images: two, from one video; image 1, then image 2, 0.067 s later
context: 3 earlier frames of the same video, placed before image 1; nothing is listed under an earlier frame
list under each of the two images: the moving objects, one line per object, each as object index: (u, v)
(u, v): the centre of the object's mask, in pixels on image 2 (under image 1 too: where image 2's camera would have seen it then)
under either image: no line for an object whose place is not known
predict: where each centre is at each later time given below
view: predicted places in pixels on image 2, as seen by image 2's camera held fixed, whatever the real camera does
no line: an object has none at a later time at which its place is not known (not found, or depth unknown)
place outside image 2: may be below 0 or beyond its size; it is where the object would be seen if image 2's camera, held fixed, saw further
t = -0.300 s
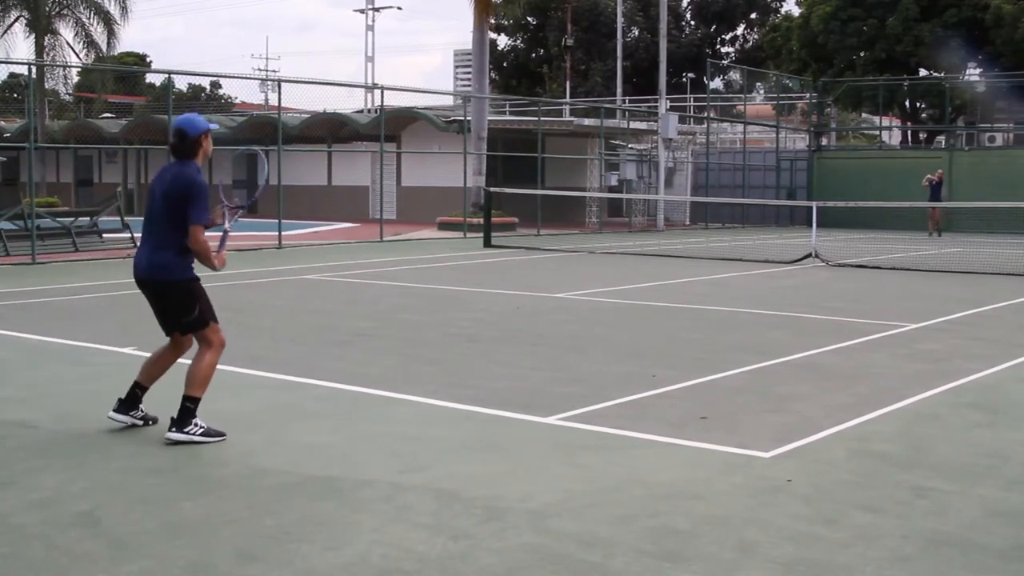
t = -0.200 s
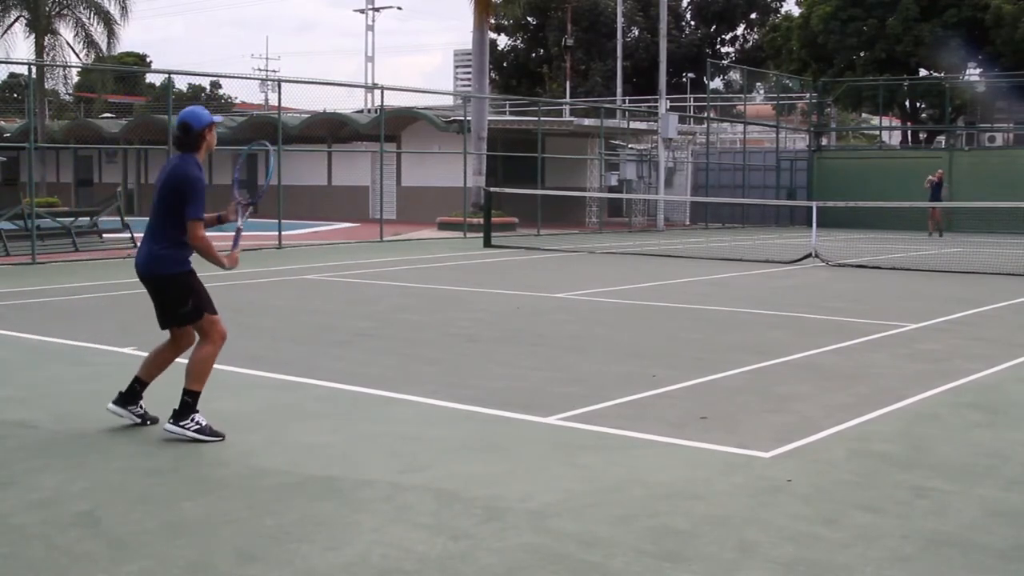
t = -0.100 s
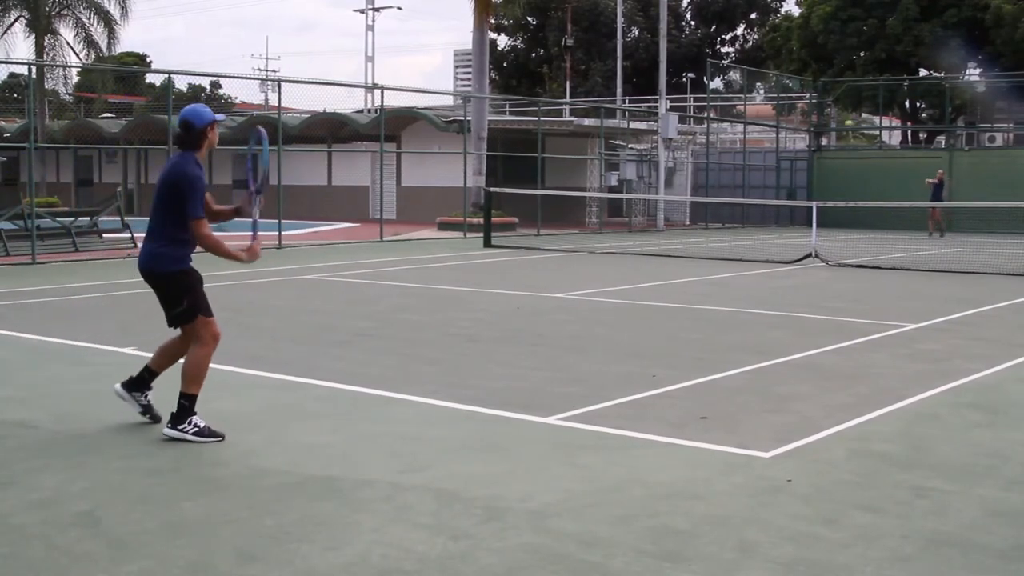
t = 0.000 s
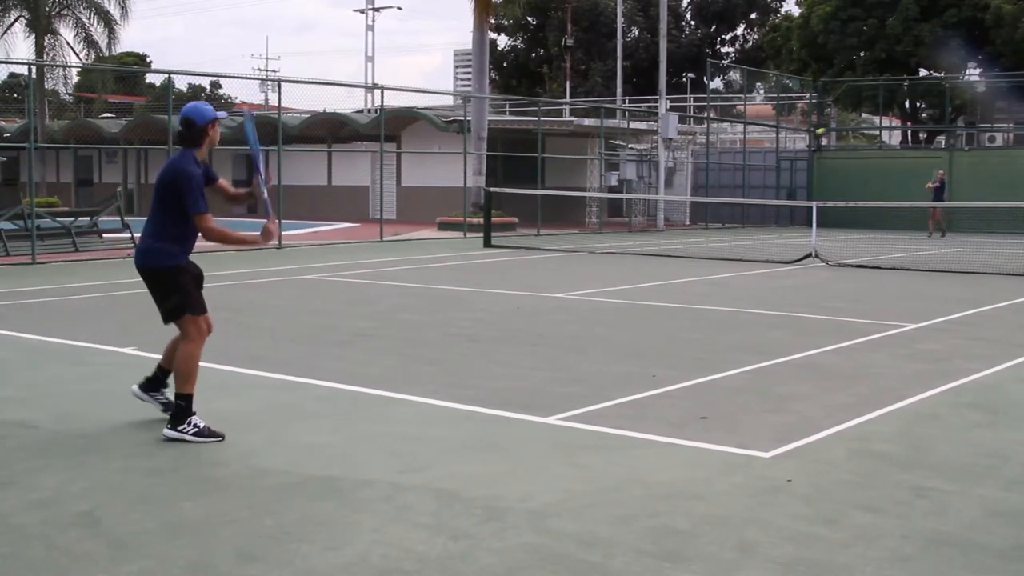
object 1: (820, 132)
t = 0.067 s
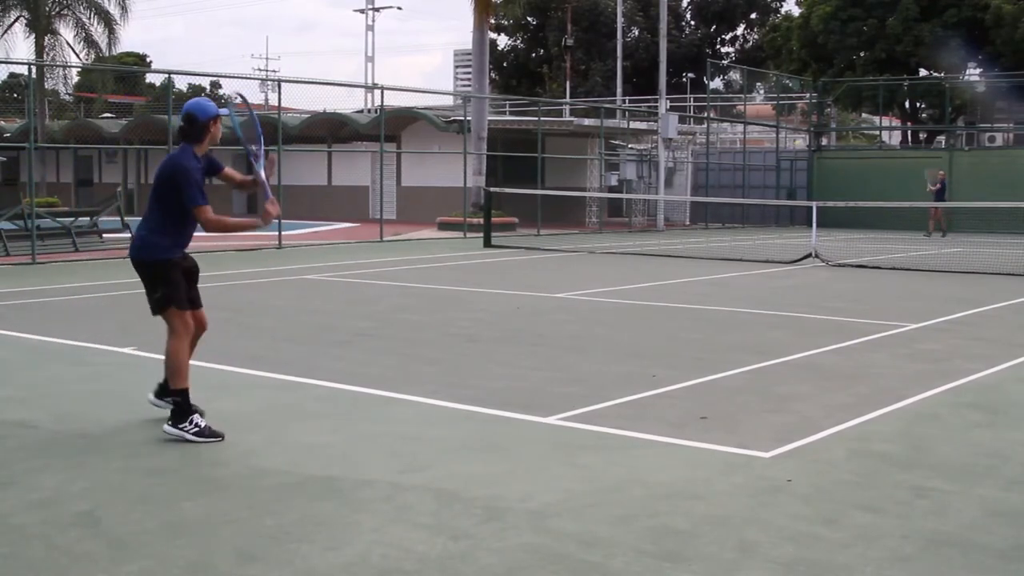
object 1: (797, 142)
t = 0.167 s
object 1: (761, 172)
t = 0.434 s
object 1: (612, 332)
